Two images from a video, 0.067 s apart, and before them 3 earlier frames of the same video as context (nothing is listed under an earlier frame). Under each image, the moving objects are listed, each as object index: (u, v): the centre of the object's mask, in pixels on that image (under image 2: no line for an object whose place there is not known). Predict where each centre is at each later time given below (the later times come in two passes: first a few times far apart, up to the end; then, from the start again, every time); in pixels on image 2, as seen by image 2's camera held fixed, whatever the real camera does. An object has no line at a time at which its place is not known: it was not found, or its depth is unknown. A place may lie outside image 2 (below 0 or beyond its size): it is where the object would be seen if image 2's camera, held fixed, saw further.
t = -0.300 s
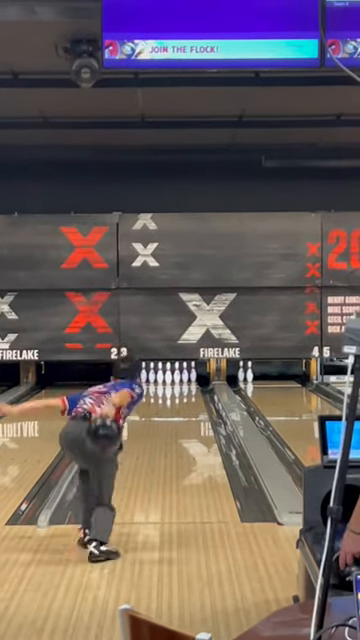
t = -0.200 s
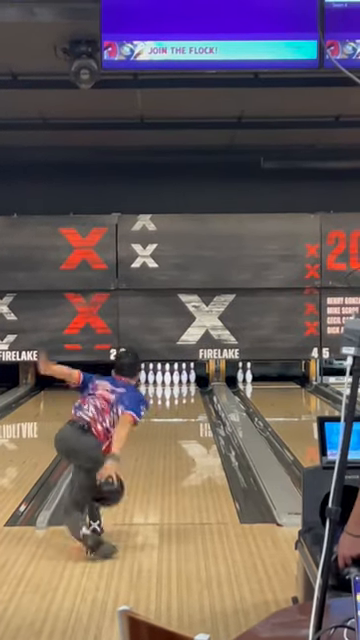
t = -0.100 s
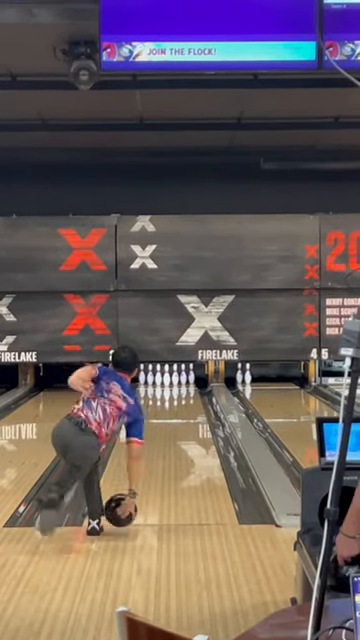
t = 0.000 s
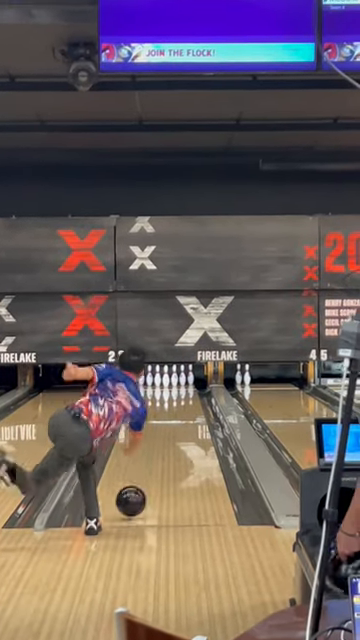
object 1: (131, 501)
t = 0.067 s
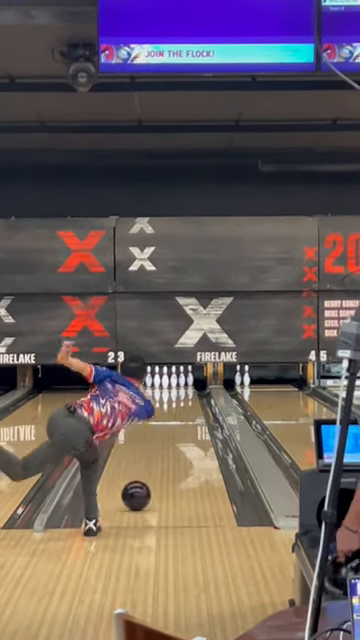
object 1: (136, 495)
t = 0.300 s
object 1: (152, 470)
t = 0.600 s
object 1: (168, 446)
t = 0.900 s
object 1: (179, 428)
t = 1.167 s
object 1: (185, 416)
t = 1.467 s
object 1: (189, 405)
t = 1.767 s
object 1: (191, 396)
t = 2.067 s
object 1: (185, 389)
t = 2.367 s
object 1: (175, 384)
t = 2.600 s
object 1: (166, 381)
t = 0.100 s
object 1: (139, 491)
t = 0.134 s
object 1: (141, 488)
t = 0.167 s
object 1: (144, 484)
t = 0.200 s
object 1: (147, 478)
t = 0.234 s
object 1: (149, 475)
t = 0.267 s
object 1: (150, 473)
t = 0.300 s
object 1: (152, 470)
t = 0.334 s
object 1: (154, 467)
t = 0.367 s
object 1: (156, 464)
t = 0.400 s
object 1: (158, 461)
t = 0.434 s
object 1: (159, 459)
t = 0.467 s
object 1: (156, 459)
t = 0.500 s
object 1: (169, 453)
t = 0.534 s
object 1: (167, 451)
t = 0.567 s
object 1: (167, 448)
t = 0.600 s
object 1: (168, 446)
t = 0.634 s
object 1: (169, 444)
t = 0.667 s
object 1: (171, 442)
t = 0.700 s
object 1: (172, 439)
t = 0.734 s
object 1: (173, 438)
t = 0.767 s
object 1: (174, 435)
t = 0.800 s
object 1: (175, 434)
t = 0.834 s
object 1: (176, 432)
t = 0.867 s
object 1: (178, 430)
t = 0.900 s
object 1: (179, 428)
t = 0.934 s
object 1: (180, 427)
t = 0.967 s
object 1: (181, 425)
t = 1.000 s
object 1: (181, 424)
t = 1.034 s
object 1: (182, 422)
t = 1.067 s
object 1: (183, 420)
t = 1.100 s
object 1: (184, 419)
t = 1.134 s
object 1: (185, 417)
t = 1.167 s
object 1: (185, 416)
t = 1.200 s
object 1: (186, 415)
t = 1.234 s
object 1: (187, 413)
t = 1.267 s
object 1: (187, 412)
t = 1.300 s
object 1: (187, 411)
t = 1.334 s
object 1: (188, 410)
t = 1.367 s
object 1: (188, 409)
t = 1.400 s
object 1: (189, 407)
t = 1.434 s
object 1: (189, 406)
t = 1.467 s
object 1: (189, 405)
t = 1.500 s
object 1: (190, 404)
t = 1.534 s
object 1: (190, 403)
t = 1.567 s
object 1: (190, 402)
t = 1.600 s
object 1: (191, 401)
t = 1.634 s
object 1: (191, 400)
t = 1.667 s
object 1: (191, 399)
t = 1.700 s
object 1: (191, 398)
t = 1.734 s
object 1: (191, 397)
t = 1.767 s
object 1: (191, 396)
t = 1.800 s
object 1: (190, 396)
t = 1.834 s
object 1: (190, 395)
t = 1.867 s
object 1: (190, 393)
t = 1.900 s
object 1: (189, 393)
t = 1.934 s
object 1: (189, 392)
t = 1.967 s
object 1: (187, 391)
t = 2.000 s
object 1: (187, 391)
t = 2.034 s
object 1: (186, 390)
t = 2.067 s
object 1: (185, 389)
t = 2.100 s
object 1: (185, 389)
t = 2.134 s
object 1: (184, 388)
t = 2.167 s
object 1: (182, 387)
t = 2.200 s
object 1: (181, 387)
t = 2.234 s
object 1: (179, 386)
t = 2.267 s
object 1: (178, 386)
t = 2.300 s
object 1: (177, 385)
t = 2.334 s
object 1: (176, 385)
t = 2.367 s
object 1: (175, 384)
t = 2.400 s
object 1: (173, 384)
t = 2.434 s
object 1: (172, 383)
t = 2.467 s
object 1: (172, 383)
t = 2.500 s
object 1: (171, 382)
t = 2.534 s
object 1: (170, 382)
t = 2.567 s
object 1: (168, 382)
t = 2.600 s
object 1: (166, 381)
